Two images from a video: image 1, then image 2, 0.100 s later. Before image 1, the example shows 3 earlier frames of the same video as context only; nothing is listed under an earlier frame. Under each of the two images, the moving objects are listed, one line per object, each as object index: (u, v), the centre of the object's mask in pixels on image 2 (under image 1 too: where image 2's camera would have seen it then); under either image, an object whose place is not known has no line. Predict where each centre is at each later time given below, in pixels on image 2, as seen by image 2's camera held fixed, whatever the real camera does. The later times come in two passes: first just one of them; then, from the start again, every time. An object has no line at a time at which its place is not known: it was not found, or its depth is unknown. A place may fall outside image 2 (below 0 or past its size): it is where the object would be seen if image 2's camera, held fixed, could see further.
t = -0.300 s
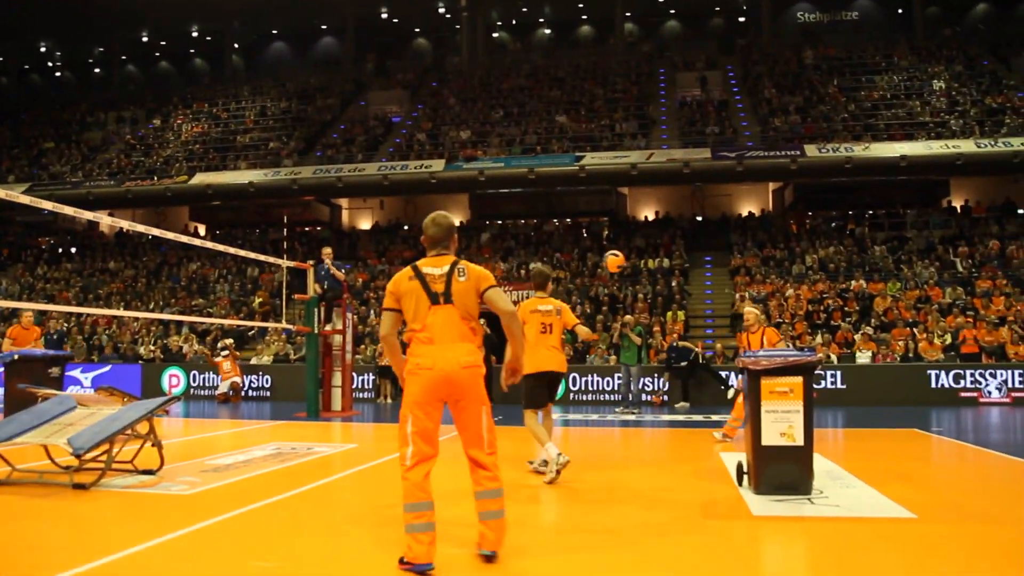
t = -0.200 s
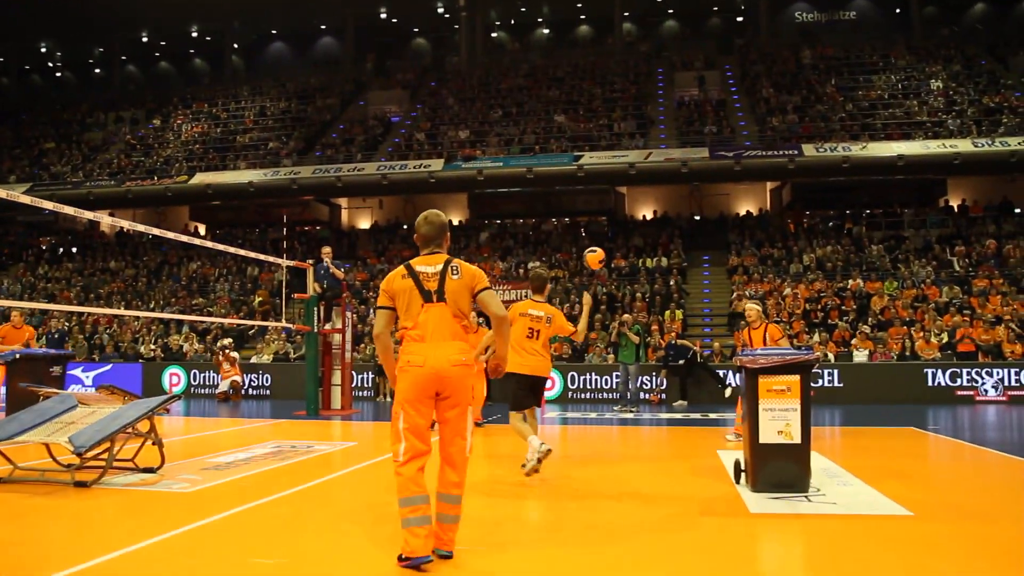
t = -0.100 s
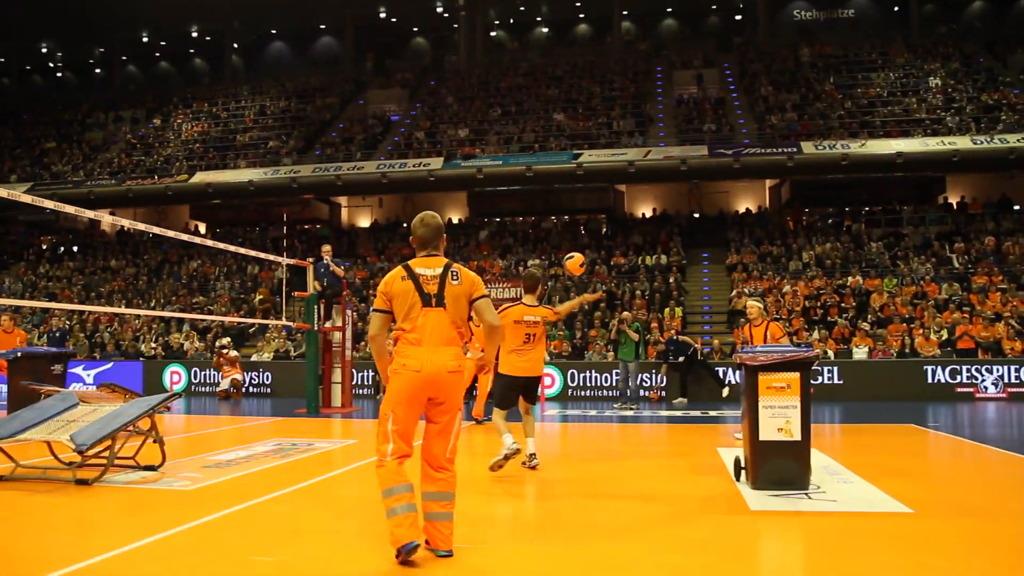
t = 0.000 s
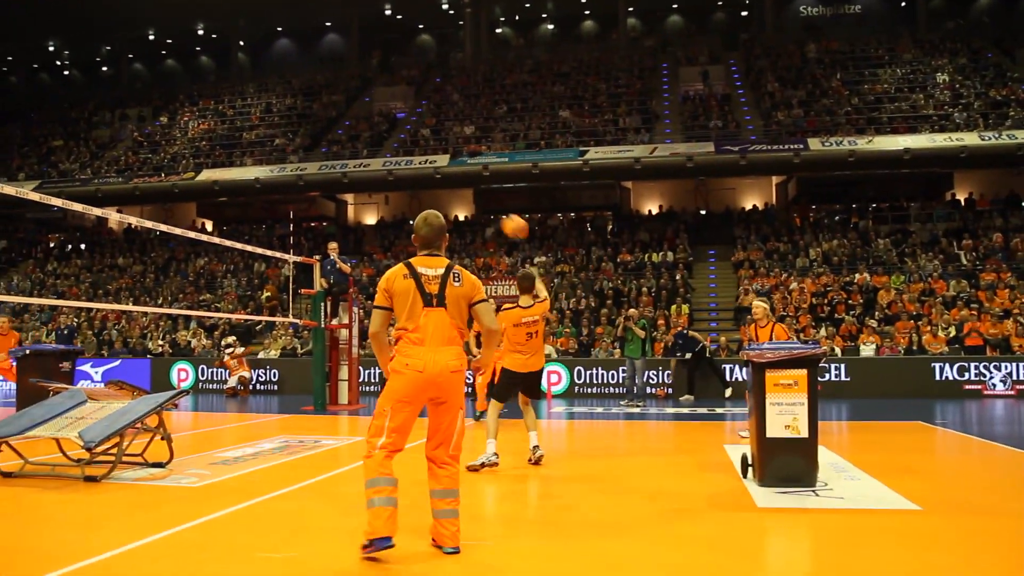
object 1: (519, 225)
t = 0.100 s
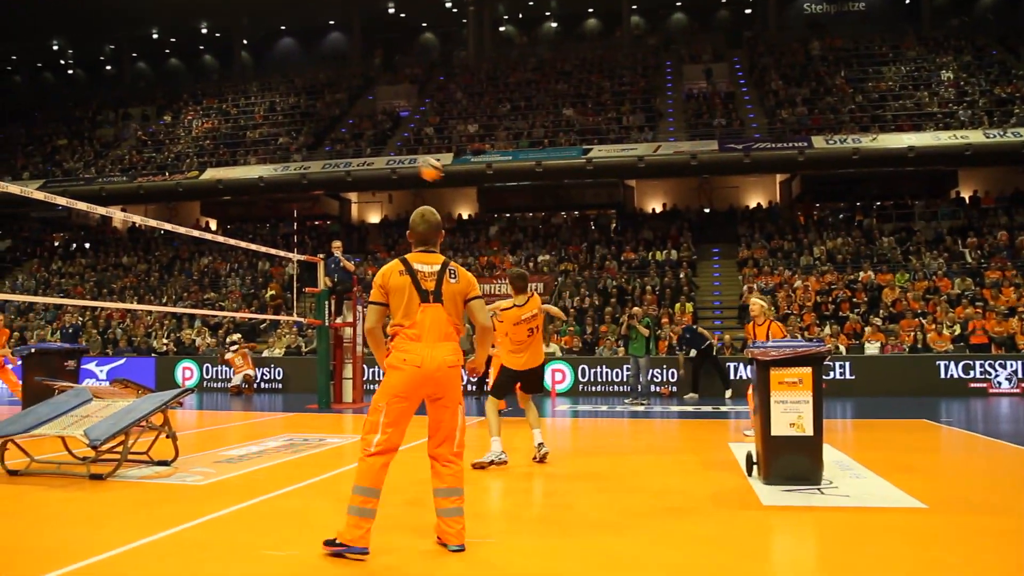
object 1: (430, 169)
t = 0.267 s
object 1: (308, 108)
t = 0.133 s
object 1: (402, 153)
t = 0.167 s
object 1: (377, 140)
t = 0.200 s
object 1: (353, 128)
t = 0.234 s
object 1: (330, 117)
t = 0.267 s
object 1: (308, 108)
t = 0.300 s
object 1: (287, 99)
